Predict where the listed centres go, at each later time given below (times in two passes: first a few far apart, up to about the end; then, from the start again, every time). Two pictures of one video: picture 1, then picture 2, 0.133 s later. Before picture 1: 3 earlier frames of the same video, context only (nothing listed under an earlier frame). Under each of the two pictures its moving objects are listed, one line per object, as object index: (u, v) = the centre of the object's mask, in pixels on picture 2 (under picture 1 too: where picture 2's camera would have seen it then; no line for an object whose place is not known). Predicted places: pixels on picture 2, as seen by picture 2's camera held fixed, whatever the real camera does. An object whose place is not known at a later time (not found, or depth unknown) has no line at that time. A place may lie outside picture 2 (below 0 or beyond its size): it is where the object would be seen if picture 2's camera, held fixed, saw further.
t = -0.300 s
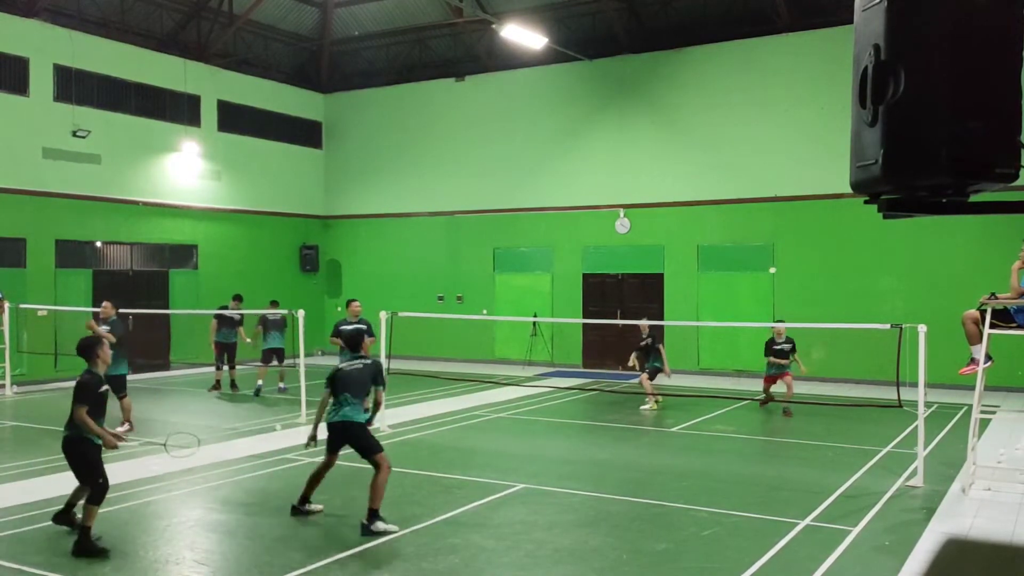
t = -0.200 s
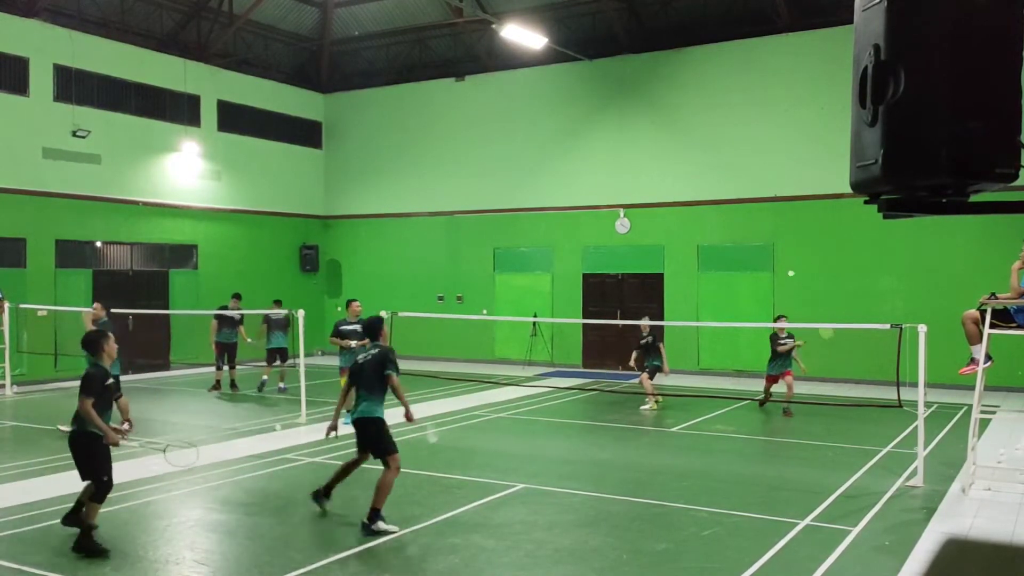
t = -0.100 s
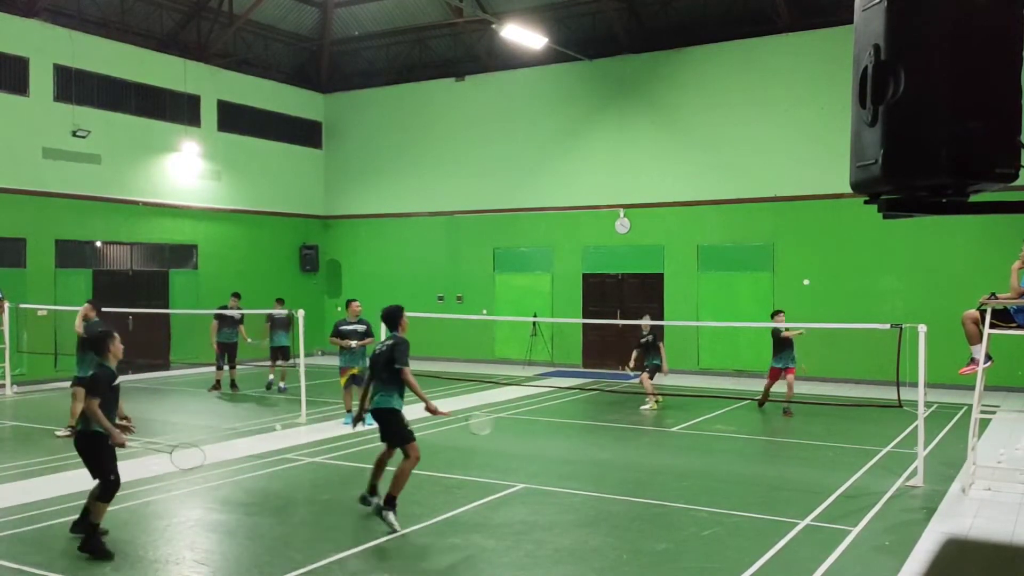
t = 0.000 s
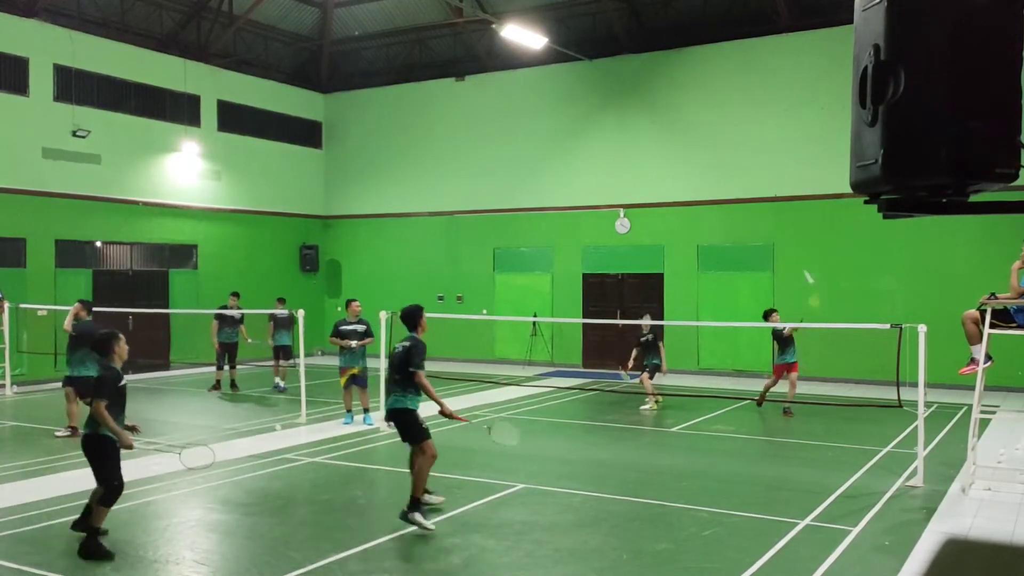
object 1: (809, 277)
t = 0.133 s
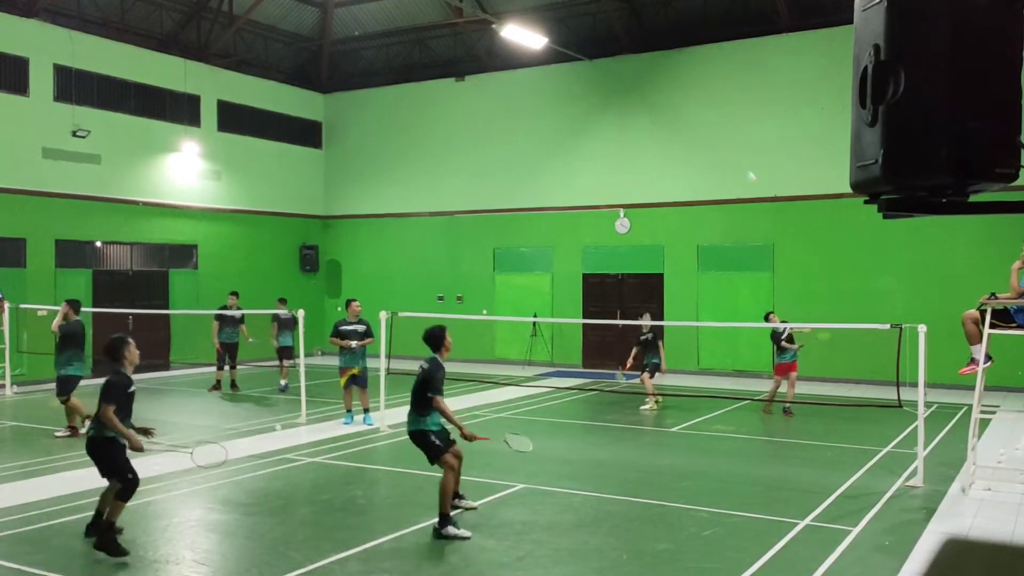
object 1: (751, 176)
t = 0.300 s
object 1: (695, 96)
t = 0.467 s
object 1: (644, 51)
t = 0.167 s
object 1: (739, 157)
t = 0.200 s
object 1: (727, 140)
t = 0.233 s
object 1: (715, 124)
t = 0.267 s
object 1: (705, 109)
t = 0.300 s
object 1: (695, 96)
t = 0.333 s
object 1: (684, 85)
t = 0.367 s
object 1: (674, 75)
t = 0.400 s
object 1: (664, 65)
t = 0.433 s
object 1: (654, 58)
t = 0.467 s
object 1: (644, 51)
